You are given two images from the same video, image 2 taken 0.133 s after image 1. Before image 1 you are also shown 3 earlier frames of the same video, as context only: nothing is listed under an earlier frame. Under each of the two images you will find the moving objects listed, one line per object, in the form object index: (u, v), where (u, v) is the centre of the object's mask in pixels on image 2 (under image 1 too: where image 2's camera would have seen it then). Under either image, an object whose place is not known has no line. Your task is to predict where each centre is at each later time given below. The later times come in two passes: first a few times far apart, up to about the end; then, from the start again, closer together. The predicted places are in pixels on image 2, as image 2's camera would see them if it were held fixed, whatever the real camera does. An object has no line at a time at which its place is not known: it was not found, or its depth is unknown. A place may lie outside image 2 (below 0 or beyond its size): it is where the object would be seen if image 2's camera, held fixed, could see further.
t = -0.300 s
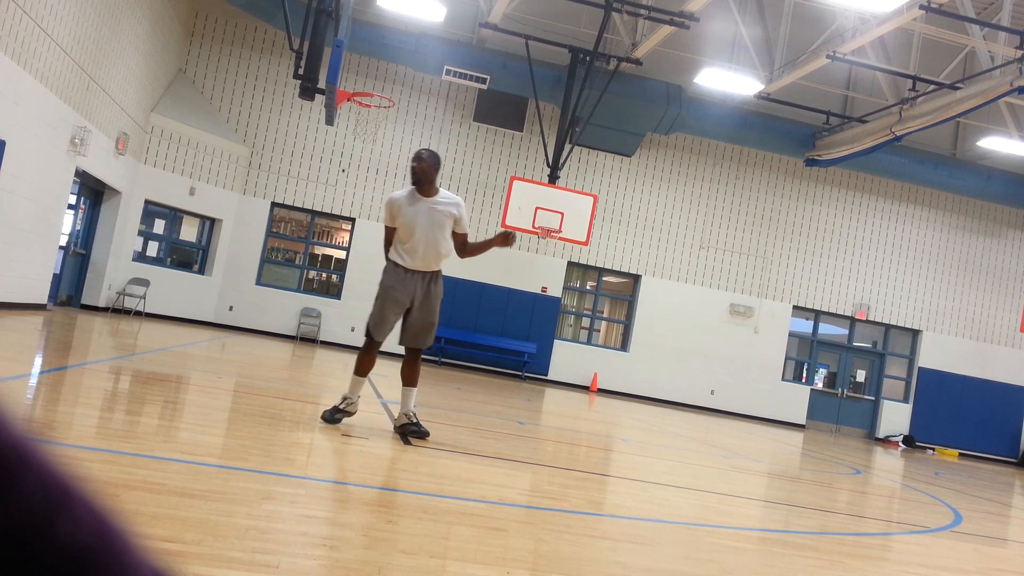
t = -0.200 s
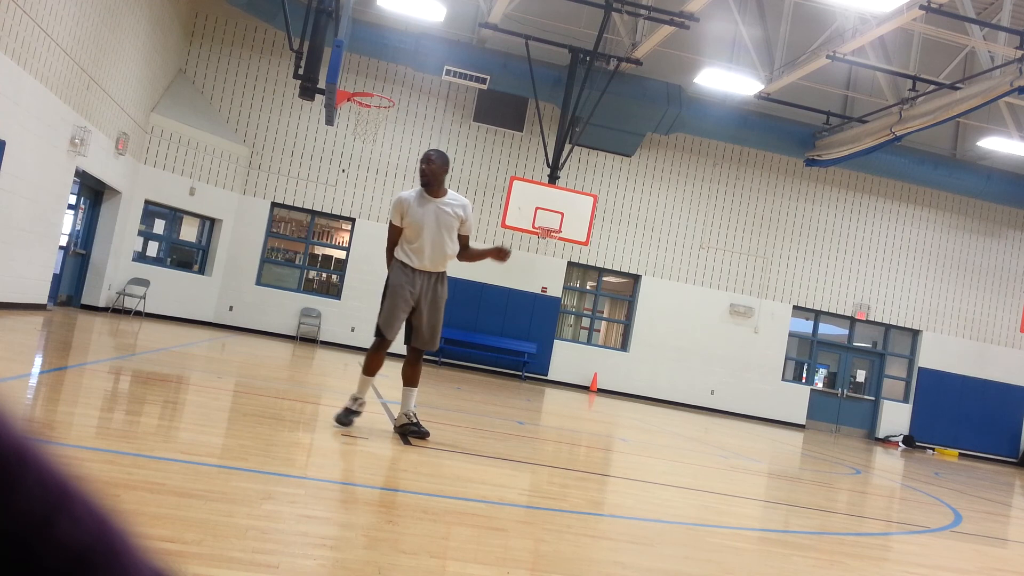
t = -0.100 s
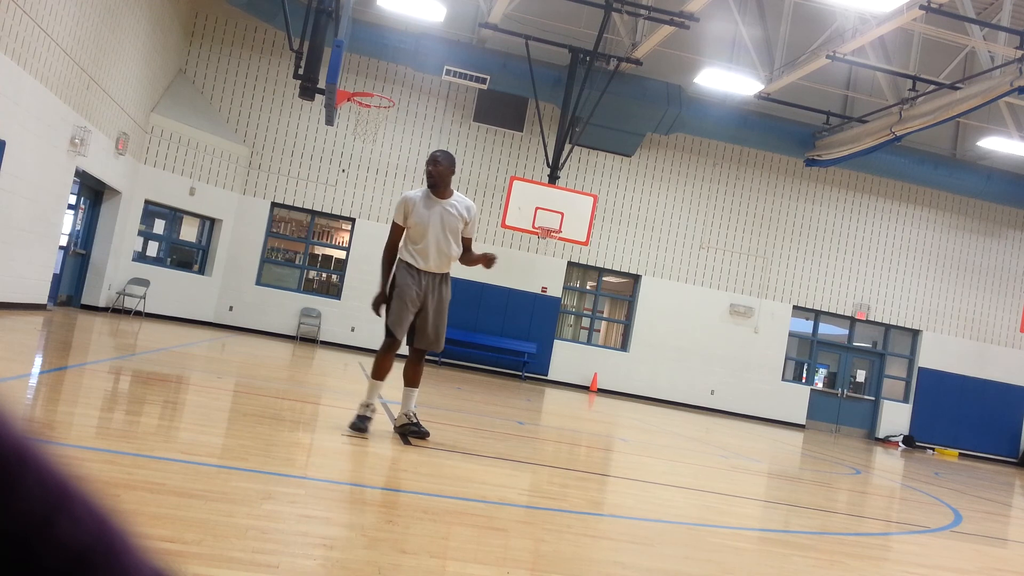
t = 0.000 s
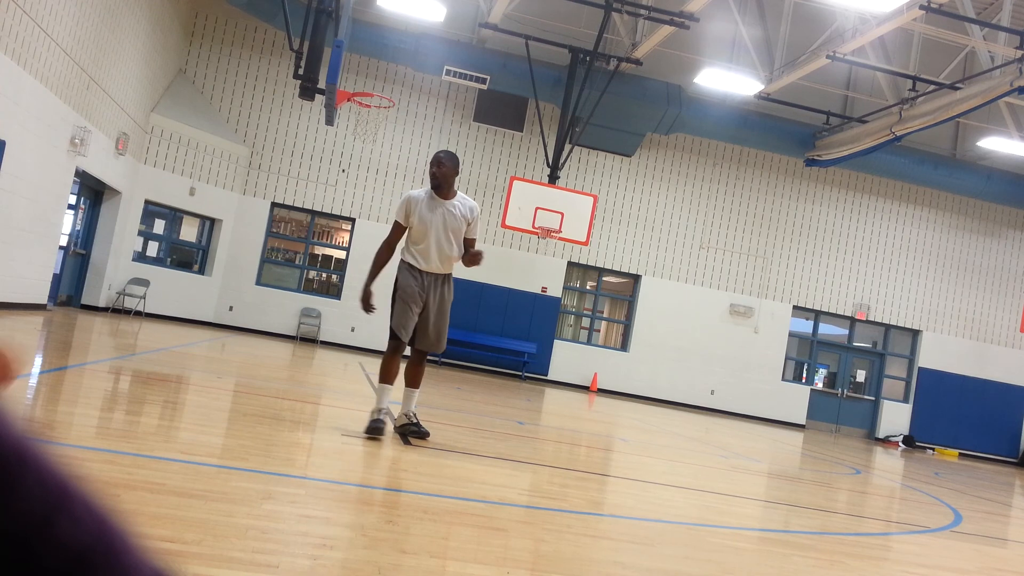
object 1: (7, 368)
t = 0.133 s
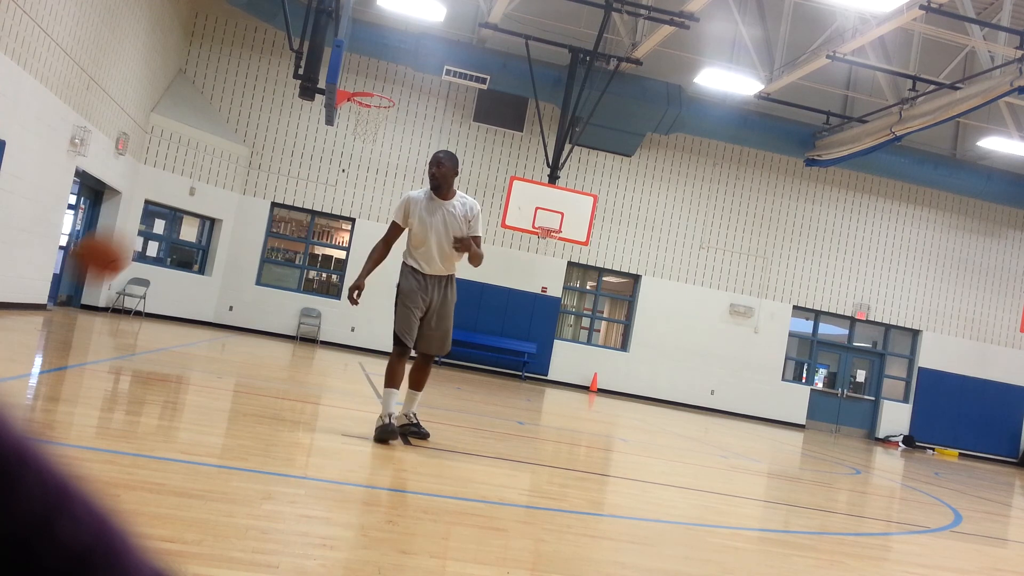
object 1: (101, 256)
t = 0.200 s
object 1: (157, 209)
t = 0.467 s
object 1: (339, 129)
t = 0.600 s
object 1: (417, 139)
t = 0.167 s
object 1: (128, 231)
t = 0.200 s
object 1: (157, 209)
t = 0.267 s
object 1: (205, 177)
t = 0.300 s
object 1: (231, 163)
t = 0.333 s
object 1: (252, 154)
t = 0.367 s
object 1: (274, 144)
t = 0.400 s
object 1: (297, 137)
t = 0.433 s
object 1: (318, 132)
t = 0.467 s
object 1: (339, 129)
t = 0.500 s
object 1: (360, 129)
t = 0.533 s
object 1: (379, 130)
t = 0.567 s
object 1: (399, 134)
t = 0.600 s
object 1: (417, 139)
